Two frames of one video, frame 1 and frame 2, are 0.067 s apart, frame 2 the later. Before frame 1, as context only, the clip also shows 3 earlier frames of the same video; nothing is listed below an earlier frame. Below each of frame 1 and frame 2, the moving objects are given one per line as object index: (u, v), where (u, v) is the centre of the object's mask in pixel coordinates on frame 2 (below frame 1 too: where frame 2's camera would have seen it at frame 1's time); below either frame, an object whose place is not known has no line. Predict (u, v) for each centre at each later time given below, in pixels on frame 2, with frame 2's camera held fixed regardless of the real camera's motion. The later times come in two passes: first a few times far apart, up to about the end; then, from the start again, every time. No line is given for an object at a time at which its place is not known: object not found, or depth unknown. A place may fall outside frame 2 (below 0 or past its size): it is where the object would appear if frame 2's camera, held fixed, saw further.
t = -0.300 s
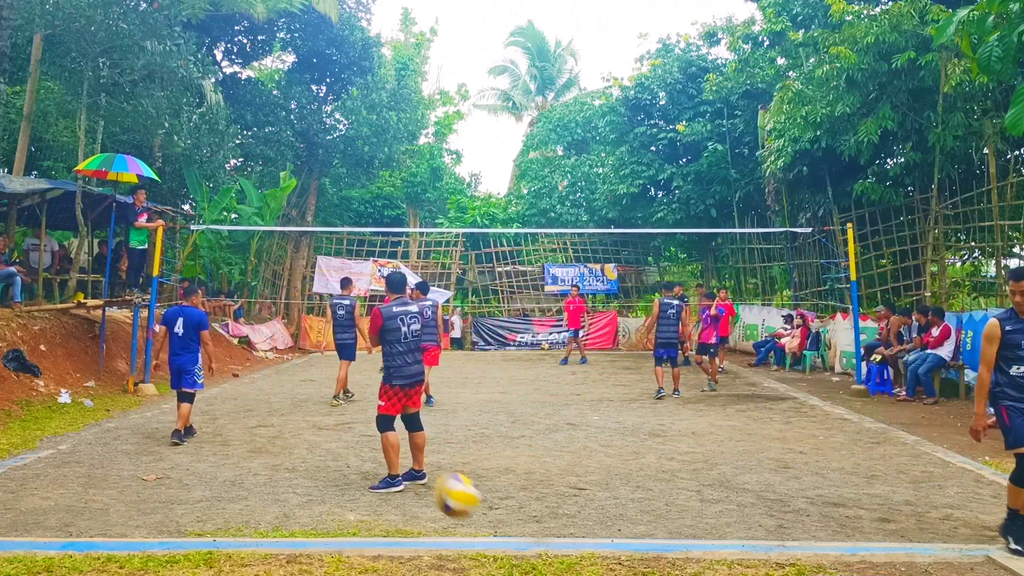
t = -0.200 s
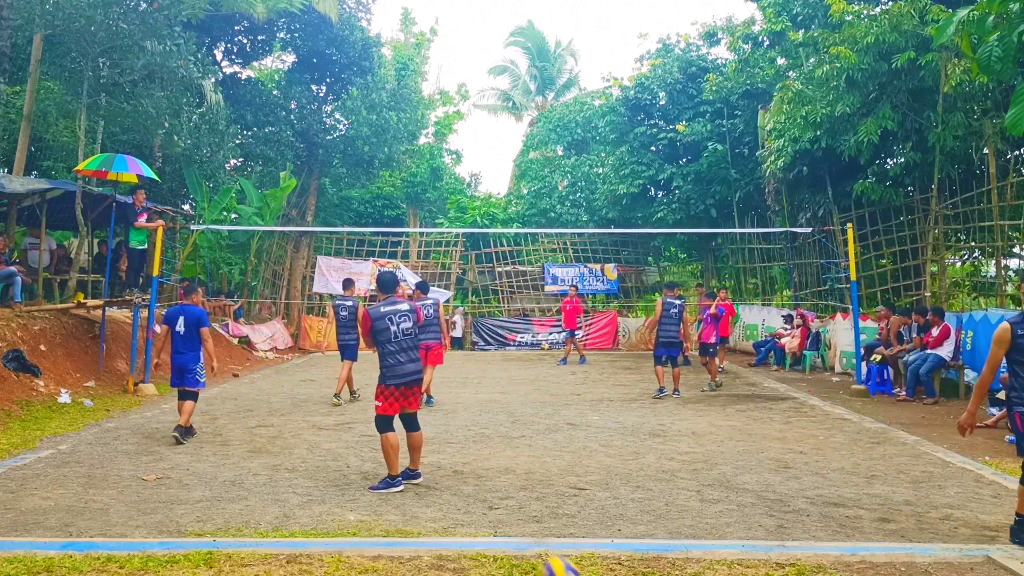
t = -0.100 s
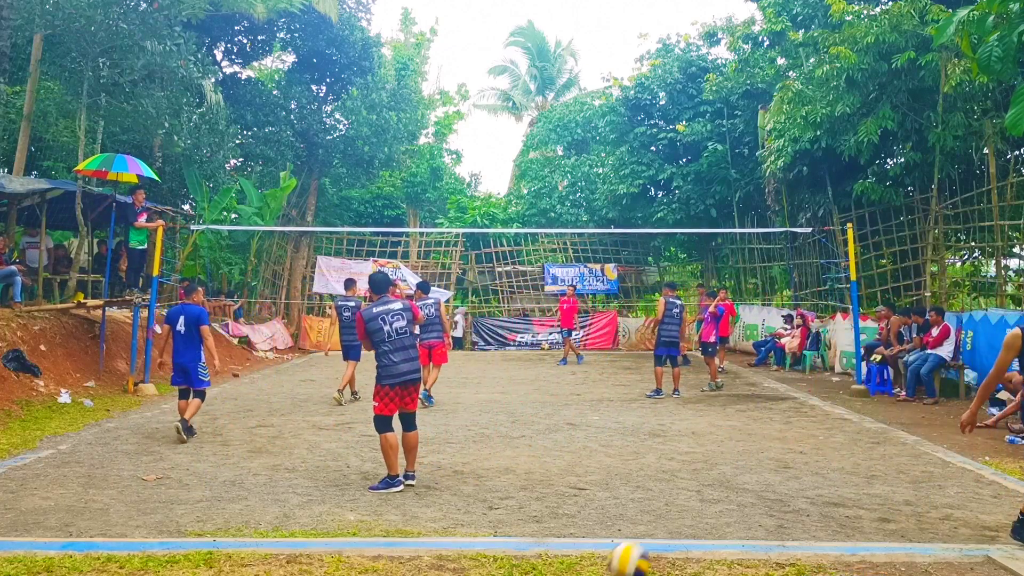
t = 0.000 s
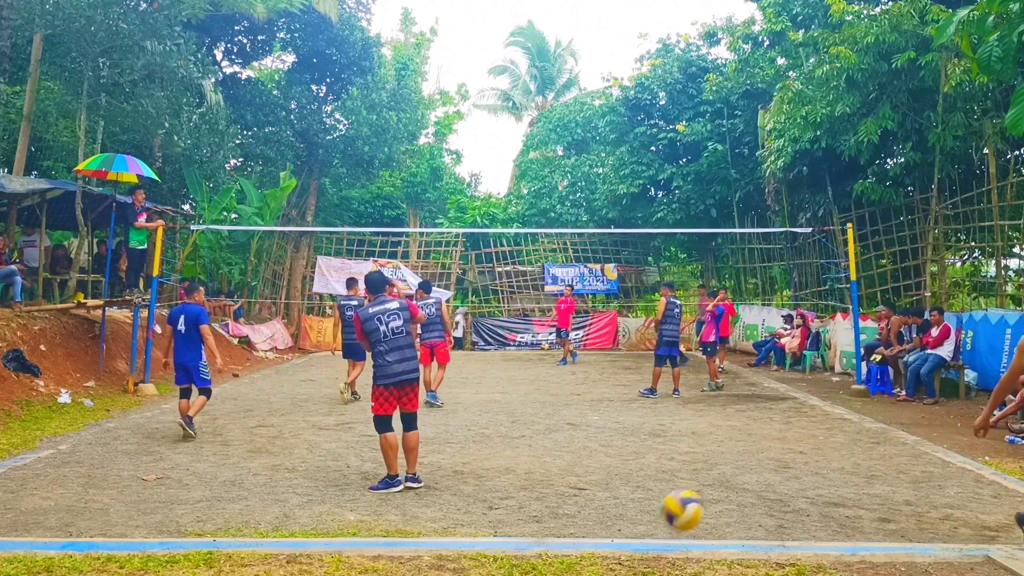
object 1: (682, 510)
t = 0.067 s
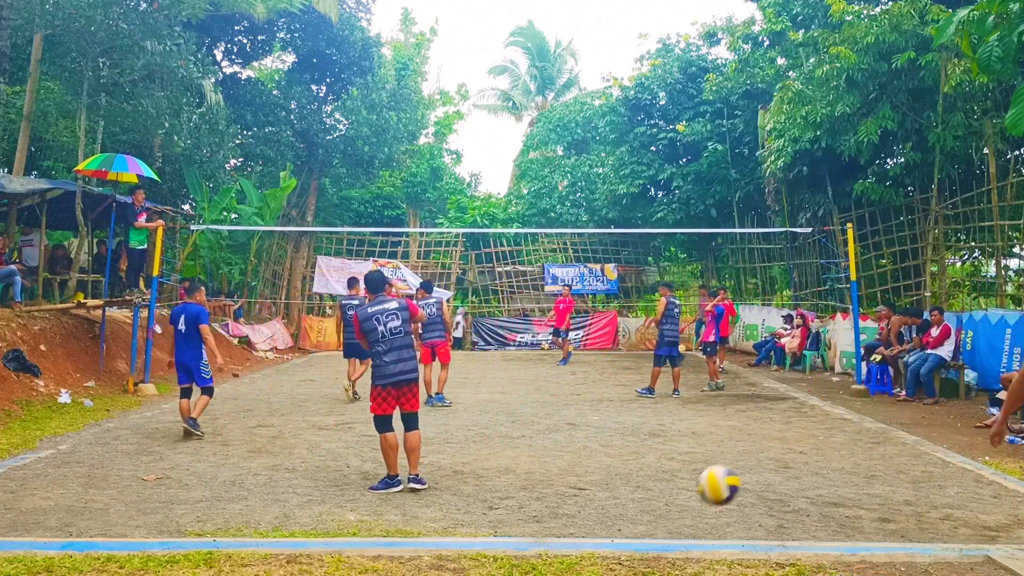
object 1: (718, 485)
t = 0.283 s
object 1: (835, 464)
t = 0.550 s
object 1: (980, 561)
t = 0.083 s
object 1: (728, 480)
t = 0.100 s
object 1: (736, 476)
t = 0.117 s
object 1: (746, 472)
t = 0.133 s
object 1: (755, 469)
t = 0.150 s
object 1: (764, 467)
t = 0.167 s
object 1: (772, 464)
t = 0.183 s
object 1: (781, 463)
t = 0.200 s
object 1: (790, 462)
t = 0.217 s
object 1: (798, 461)
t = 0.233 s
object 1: (808, 461)
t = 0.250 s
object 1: (817, 461)
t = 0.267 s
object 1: (826, 462)
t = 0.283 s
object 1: (835, 464)
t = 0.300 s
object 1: (845, 466)
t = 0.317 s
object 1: (854, 469)
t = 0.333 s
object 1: (863, 472)
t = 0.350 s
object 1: (871, 476)
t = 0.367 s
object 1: (880, 480)
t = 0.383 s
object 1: (889, 485)
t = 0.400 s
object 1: (898, 490)
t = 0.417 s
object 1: (907, 496)
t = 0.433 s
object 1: (916, 502)
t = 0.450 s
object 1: (926, 509)
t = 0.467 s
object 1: (935, 517)
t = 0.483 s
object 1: (944, 525)
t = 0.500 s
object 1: (954, 534)
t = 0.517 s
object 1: (962, 543)
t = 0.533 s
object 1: (971, 553)
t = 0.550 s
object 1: (980, 561)
